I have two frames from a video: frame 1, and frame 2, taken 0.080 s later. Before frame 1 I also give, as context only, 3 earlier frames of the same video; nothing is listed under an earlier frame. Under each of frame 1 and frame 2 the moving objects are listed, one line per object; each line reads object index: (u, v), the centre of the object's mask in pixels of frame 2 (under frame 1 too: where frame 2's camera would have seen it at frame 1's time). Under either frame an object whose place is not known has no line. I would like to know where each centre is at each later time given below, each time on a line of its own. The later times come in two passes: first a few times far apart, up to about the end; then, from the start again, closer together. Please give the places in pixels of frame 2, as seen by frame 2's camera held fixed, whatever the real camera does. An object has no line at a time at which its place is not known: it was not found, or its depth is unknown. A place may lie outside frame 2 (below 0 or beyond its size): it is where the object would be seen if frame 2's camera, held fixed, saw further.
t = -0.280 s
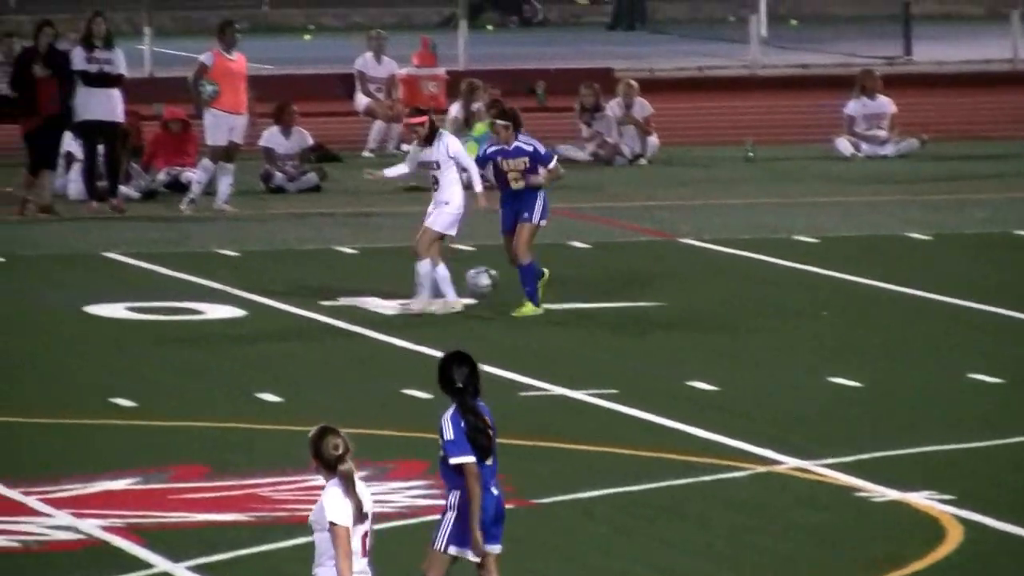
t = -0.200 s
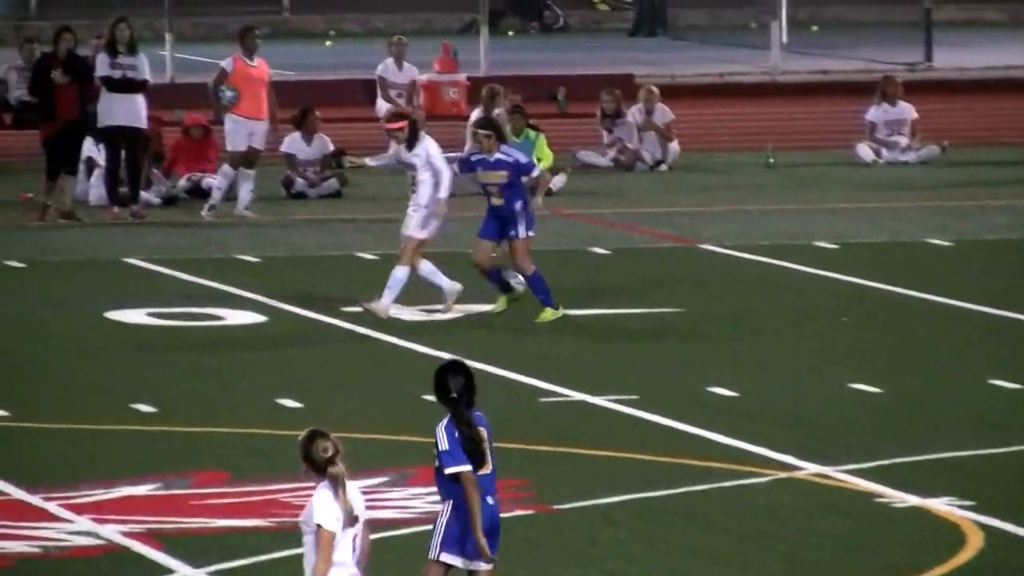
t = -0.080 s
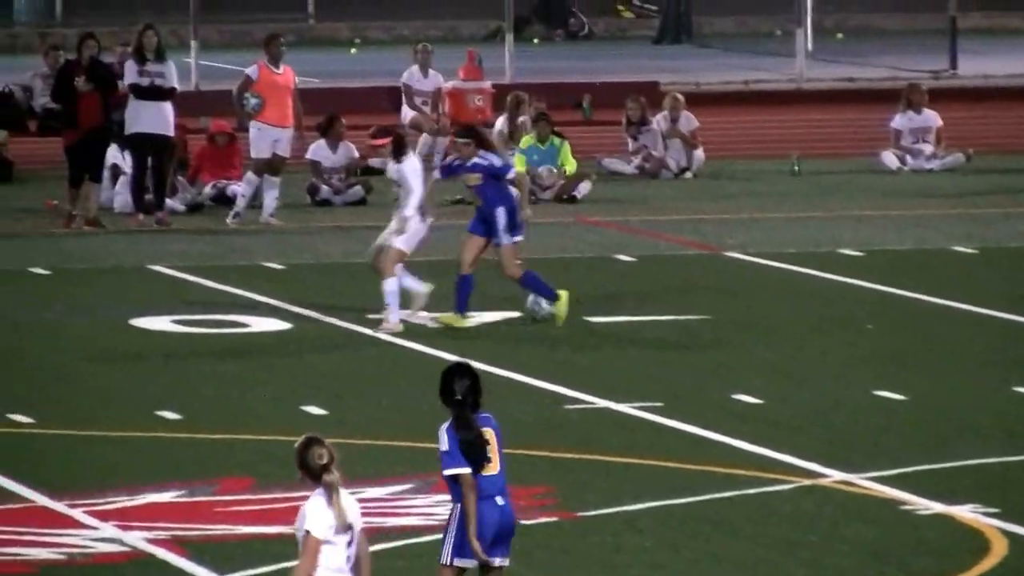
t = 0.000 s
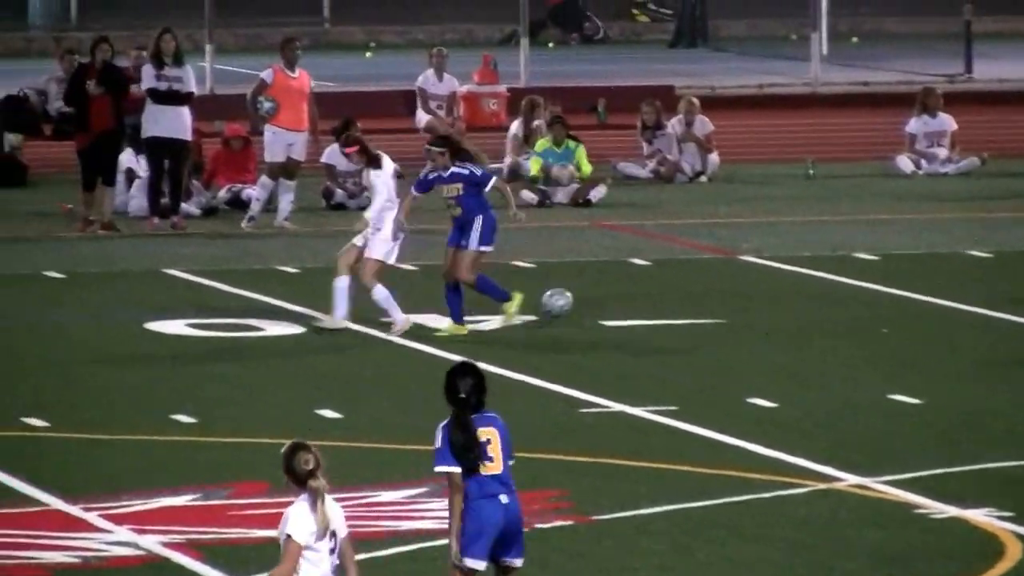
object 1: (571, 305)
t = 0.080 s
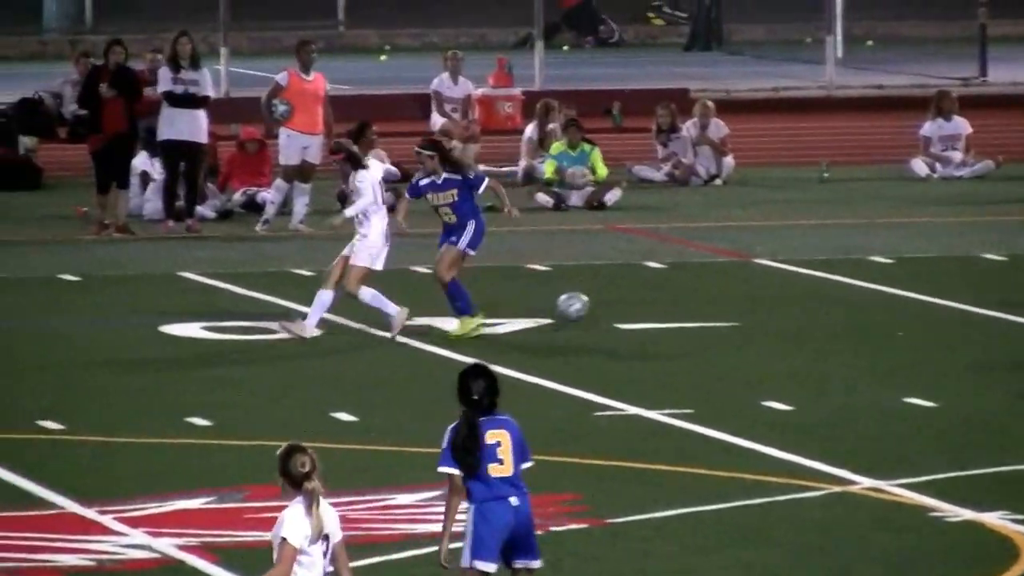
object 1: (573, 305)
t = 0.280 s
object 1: (576, 310)
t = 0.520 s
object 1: (580, 308)
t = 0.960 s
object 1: (585, 306)
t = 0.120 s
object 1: (573, 307)
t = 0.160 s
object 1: (573, 310)
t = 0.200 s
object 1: (574, 308)
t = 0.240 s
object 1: (575, 308)
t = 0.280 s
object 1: (576, 310)
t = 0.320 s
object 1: (576, 310)
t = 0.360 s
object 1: (577, 309)
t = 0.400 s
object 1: (579, 309)
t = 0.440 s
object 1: (579, 309)
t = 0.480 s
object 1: (579, 308)
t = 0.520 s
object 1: (580, 308)
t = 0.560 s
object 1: (581, 308)
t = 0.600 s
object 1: (581, 307)
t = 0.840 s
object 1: (583, 306)
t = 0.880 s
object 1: (584, 306)
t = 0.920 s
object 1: (585, 305)
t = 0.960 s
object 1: (585, 306)
